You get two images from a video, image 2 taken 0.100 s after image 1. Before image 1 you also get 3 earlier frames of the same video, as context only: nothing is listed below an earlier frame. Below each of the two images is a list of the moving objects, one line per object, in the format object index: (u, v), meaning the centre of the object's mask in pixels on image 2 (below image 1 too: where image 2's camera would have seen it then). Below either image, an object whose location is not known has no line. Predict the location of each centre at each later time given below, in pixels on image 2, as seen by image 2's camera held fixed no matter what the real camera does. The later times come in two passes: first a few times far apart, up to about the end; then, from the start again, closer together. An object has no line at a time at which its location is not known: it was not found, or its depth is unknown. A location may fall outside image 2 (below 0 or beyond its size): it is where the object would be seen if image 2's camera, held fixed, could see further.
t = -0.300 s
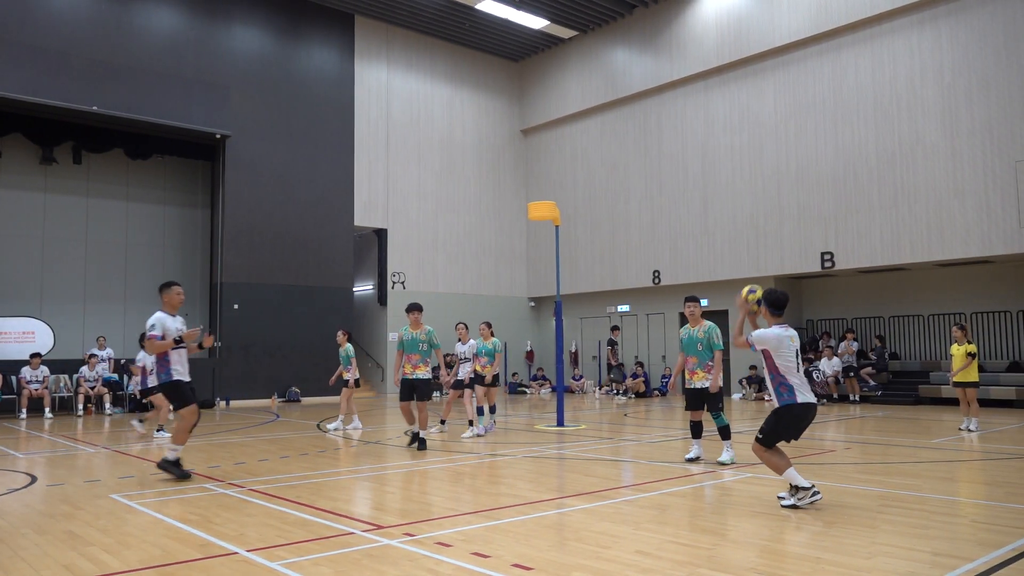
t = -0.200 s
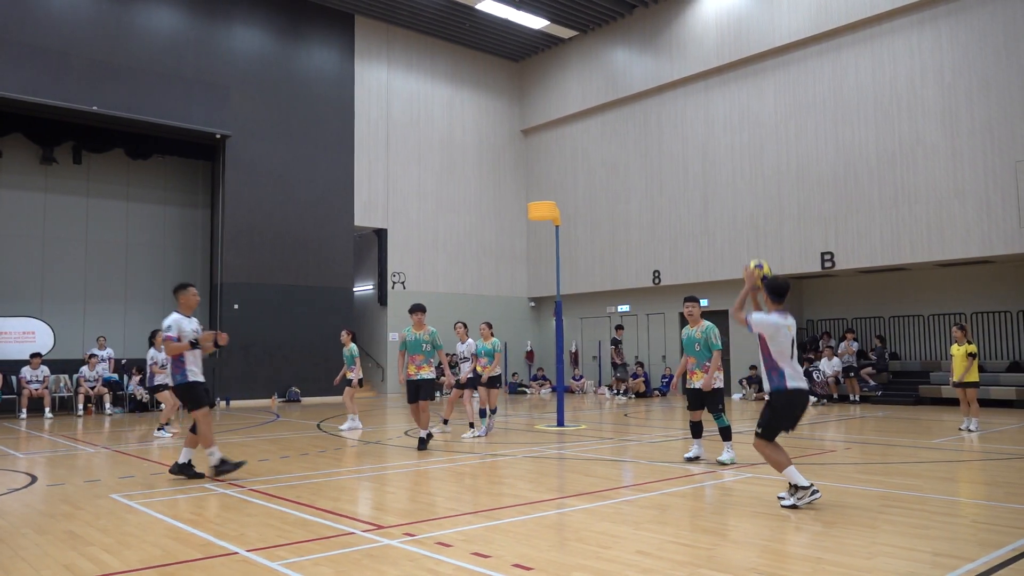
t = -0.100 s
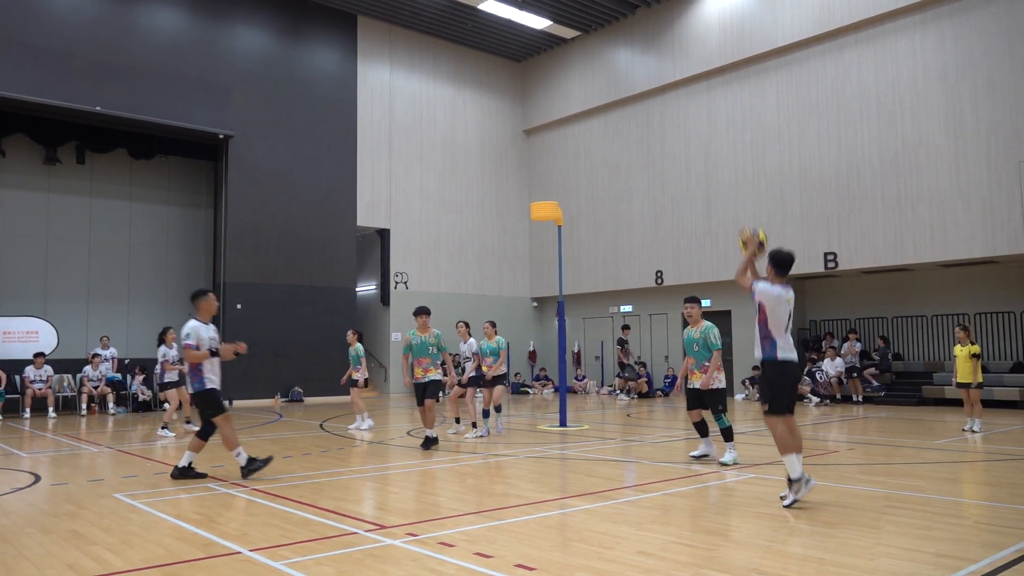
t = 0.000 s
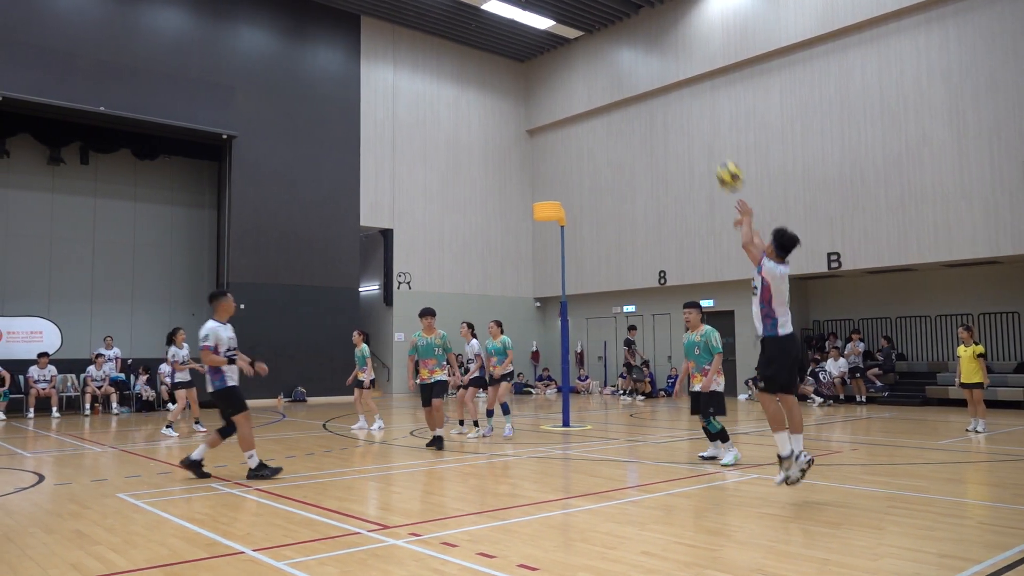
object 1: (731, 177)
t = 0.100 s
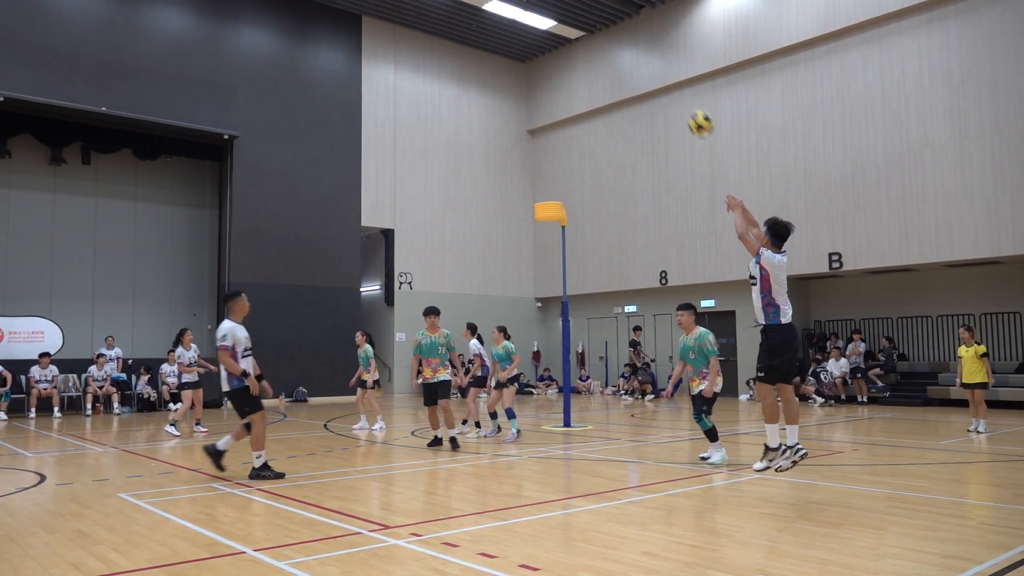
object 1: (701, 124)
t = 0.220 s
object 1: (670, 82)
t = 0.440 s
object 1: (627, 50)
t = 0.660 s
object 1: (594, 61)
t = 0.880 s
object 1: (569, 101)
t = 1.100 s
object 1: (548, 164)
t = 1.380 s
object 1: (506, 243)
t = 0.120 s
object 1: (694, 115)
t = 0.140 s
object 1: (690, 107)
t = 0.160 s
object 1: (685, 100)
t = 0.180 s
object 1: (680, 93)
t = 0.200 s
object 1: (675, 88)
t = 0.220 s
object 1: (670, 82)
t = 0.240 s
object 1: (666, 77)
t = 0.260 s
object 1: (662, 72)
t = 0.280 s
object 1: (658, 68)
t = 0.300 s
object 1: (653, 65)
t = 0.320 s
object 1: (649, 61)
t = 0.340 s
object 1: (645, 58)
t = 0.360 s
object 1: (641, 56)
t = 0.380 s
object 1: (638, 54)
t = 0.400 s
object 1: (634, 53)
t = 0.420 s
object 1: (630, 51)
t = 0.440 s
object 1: (627, 50)
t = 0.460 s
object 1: (624, 50)
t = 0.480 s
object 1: (620, 50)
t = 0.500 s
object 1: (617, 50)
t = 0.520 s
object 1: (614, 50)
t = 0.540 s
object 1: (611, 51)
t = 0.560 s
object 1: (608, 52)
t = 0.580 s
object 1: (606, 53)
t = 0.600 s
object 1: (602, 55)
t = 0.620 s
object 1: (600, 56)
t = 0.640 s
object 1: (597, 58)
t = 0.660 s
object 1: (594, 61)
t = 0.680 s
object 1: (592, 63)
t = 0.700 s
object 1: (589, 66)
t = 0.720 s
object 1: (587, 69)
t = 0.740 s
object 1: (585, 72)
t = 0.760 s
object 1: (582, 76)
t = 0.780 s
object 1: (580, 79)
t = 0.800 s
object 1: (577, 83)
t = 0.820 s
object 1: (575, 88)
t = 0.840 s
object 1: (573, 92)
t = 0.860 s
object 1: (571, 96)
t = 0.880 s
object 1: (569, 101)
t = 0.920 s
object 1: (565, 110)
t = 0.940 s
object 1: (563, 116)
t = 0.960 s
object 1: (561, 122)
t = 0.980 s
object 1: (559, 127)
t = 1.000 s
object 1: (557, 133)
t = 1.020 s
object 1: (555, 139)
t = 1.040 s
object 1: (553, 145)
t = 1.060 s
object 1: (552, 151)
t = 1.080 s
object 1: (550, 157)
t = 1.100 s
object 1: (548, 164)
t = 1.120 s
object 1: (546, 170)
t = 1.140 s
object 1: (545, 177)
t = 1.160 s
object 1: (543, 185)
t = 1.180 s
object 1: (541, 192)
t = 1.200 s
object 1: (539, 198)
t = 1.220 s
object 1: (536, 204)
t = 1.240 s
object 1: (532, 207)
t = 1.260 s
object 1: (529, 212)
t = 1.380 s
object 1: (506, 243)
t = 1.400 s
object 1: (502, 249)
